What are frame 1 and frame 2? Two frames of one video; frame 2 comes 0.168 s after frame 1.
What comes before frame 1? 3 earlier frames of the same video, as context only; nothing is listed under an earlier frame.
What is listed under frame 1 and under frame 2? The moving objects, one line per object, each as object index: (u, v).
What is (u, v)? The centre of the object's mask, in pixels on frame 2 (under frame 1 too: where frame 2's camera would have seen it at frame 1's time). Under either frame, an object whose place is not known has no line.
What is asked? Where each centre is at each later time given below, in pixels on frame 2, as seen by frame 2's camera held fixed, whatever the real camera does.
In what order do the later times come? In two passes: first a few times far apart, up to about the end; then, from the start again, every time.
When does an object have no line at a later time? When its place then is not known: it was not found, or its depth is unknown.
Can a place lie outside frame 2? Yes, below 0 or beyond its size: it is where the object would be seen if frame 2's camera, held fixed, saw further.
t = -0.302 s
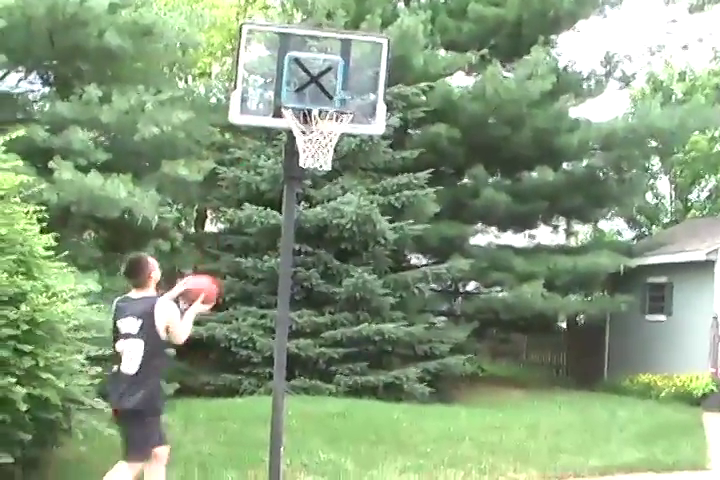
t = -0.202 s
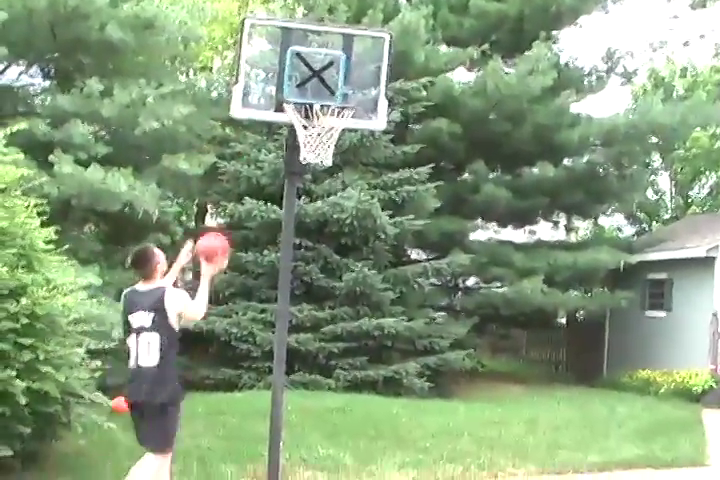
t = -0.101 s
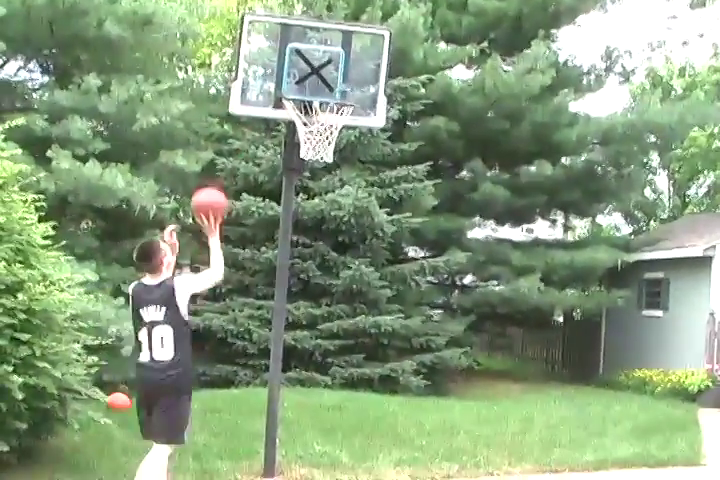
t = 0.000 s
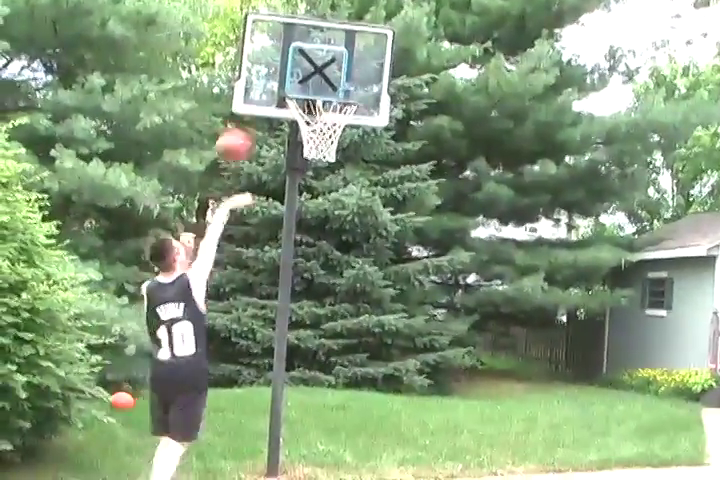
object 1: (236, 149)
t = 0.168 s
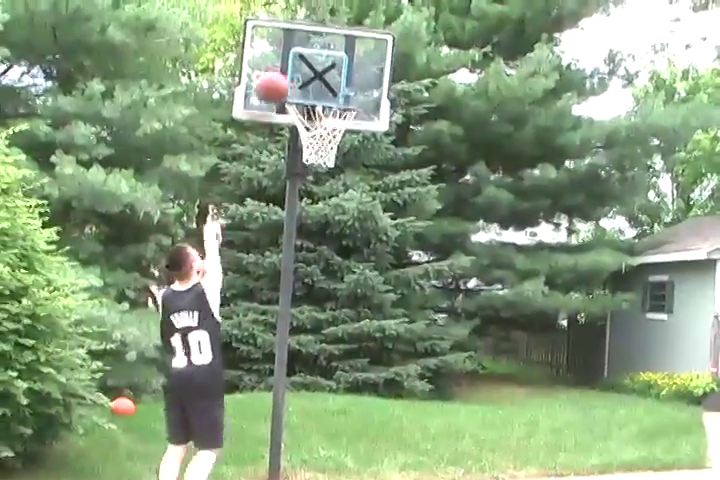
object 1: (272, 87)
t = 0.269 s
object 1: (285, 79)
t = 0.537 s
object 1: (313, 87)
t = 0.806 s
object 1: (334, 89)
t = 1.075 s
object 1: (353, 90)
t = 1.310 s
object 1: (369, 124)
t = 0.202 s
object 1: (277, 83)
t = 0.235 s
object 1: (280, 80)
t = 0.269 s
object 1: (285, 79)
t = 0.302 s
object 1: (289, 79)
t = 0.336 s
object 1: (291, 80)
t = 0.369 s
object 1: (297, 83)
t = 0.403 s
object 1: (302, 85)
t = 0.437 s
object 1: (304, 87)
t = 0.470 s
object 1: (306, 89)
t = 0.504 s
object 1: (310, 88)
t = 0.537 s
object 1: (313, 87)
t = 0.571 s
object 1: (315, 87)
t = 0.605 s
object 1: (317, 88)
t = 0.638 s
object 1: (320, 88)
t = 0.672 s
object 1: (324, 88)
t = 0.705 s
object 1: (325, 88)
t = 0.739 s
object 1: (328, 88)
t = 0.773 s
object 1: (331, 89)
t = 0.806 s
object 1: (334, 89)
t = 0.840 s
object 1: (336, 89)
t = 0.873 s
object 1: (339, 89)
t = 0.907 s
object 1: (341, 89)
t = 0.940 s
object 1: (344, 89)
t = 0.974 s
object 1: (345, 90)
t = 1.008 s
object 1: (348, 90)
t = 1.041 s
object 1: (351, 90)
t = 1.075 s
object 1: (353, 90)
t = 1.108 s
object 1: (354, 92)
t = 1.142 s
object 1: (358, 95)
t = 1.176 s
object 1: (360, 98)
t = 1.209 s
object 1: (363, 102)
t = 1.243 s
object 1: (364, 107)
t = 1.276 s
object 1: (365, 117)
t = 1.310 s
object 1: (369, 124)
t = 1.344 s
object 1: (370, 136)
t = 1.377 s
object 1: (372, 148)
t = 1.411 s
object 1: (373, 162)
